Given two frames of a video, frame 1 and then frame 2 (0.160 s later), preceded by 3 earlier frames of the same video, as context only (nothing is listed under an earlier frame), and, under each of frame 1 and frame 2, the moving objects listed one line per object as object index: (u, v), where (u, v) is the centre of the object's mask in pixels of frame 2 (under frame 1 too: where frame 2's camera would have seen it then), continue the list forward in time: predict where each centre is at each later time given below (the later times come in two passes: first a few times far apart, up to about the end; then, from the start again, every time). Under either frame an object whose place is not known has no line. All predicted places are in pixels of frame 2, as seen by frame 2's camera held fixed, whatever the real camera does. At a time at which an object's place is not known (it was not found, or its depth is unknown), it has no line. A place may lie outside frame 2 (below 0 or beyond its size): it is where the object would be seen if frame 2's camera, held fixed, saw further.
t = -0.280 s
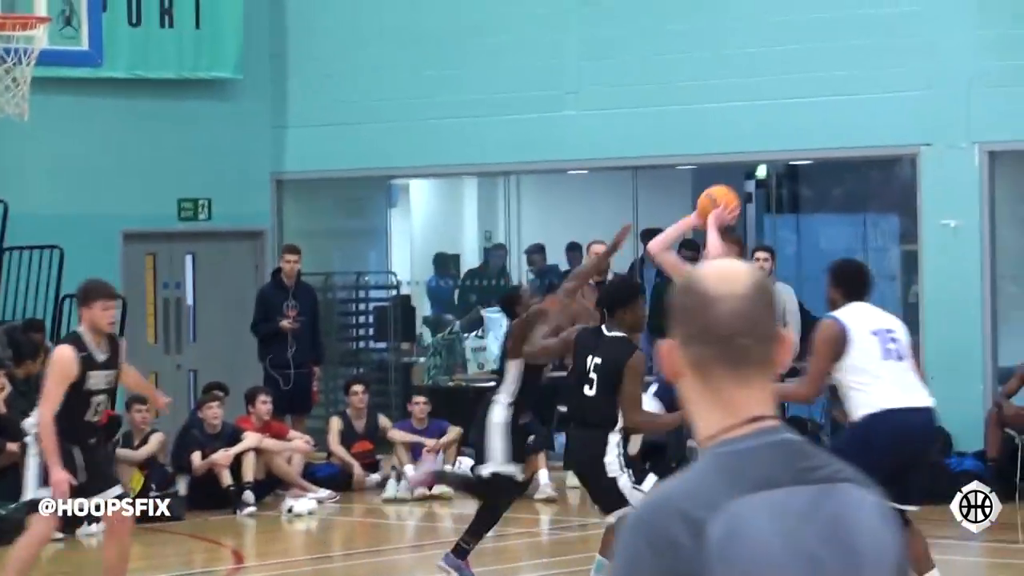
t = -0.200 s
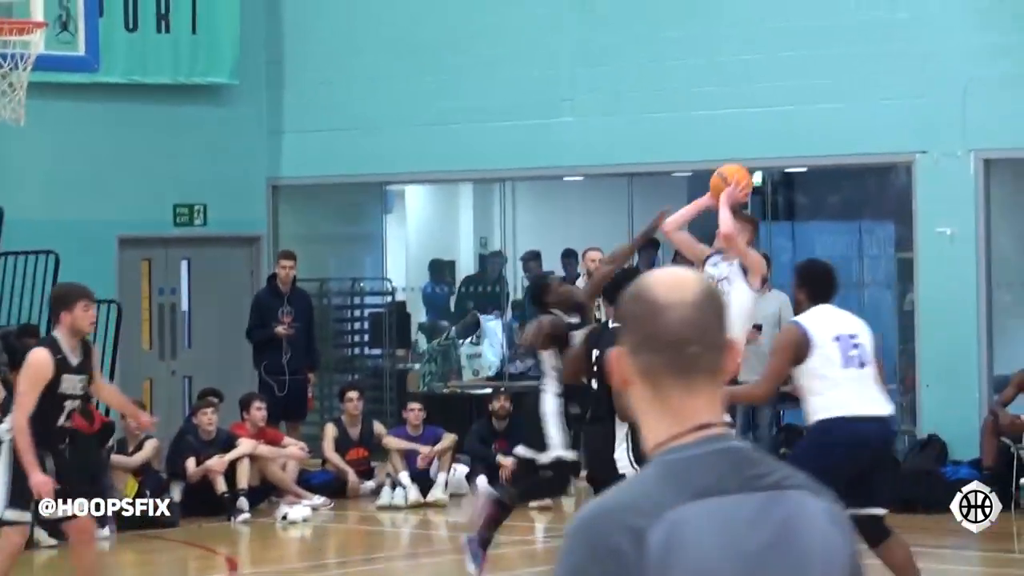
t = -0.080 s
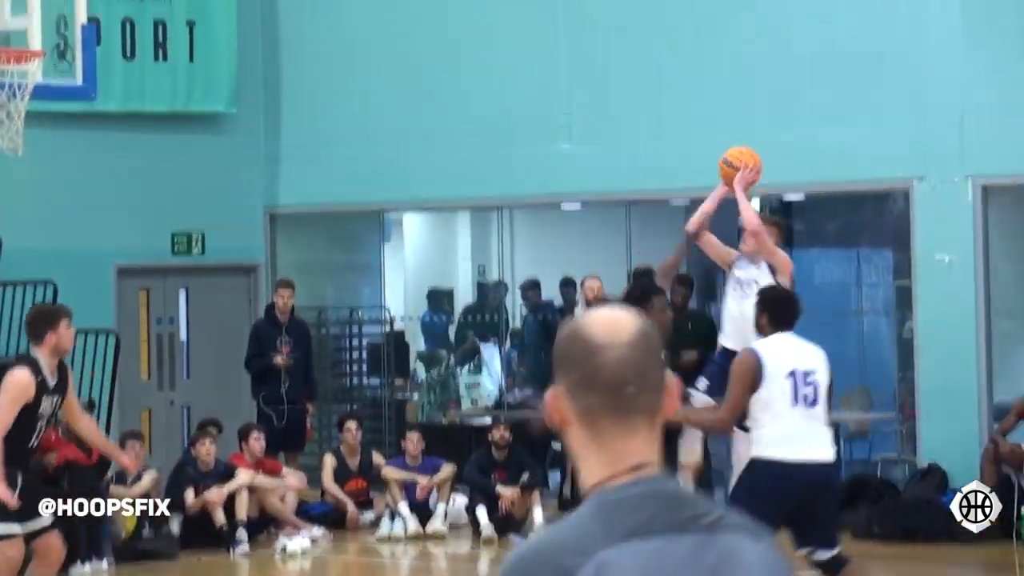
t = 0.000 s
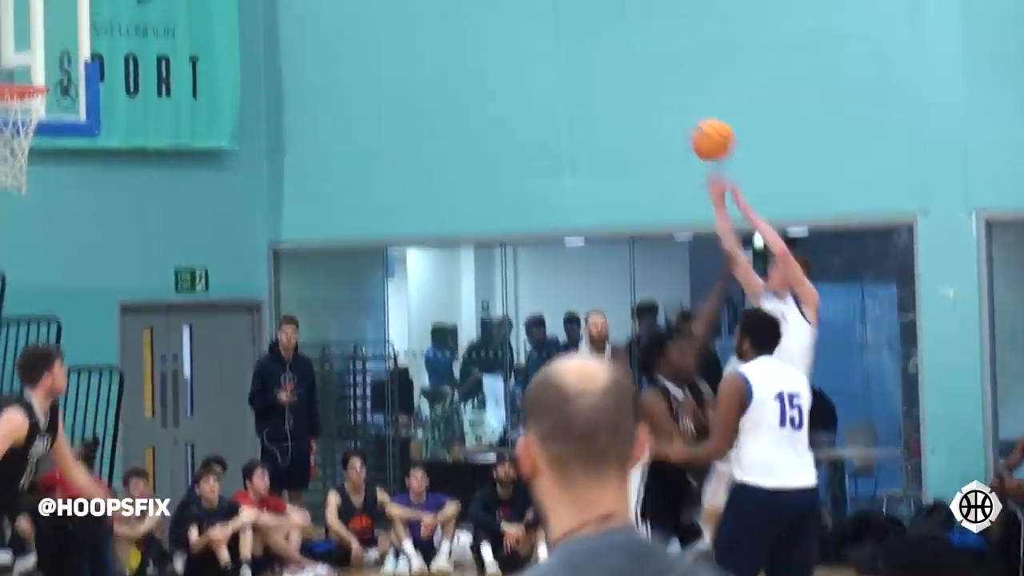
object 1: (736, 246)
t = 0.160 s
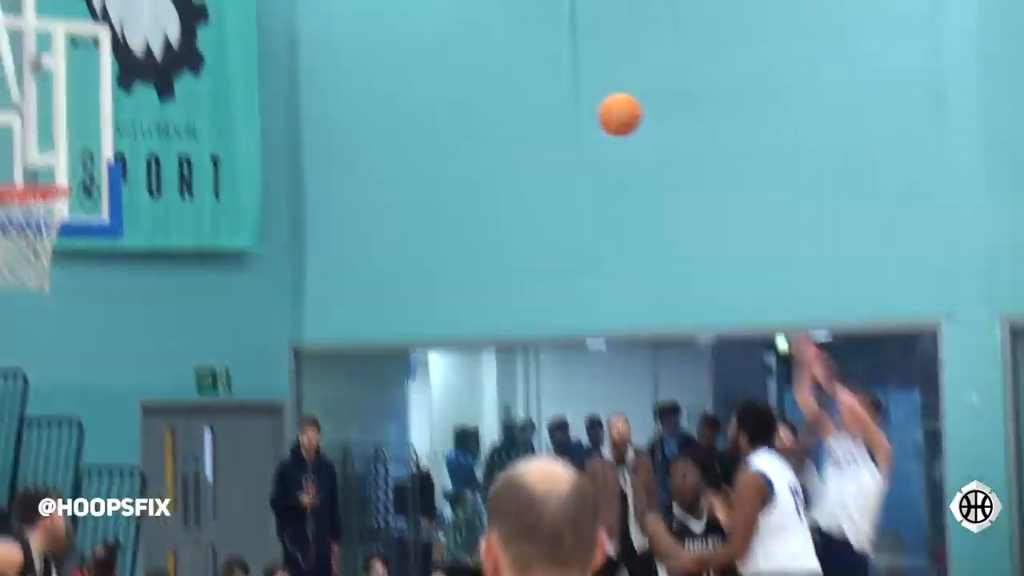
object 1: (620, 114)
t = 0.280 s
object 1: (529, 45)
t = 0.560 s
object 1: (326, -18)
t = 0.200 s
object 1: (589, 89)
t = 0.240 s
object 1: (558, 66)
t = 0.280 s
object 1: (529, 45)
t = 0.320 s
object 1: (500, 28)
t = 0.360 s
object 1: (472, 13)
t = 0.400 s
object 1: (443, 1)
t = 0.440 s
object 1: (413, -7)
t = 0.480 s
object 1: (385, -13)
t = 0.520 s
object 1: (355, -17)
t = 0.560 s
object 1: (326, -18)
